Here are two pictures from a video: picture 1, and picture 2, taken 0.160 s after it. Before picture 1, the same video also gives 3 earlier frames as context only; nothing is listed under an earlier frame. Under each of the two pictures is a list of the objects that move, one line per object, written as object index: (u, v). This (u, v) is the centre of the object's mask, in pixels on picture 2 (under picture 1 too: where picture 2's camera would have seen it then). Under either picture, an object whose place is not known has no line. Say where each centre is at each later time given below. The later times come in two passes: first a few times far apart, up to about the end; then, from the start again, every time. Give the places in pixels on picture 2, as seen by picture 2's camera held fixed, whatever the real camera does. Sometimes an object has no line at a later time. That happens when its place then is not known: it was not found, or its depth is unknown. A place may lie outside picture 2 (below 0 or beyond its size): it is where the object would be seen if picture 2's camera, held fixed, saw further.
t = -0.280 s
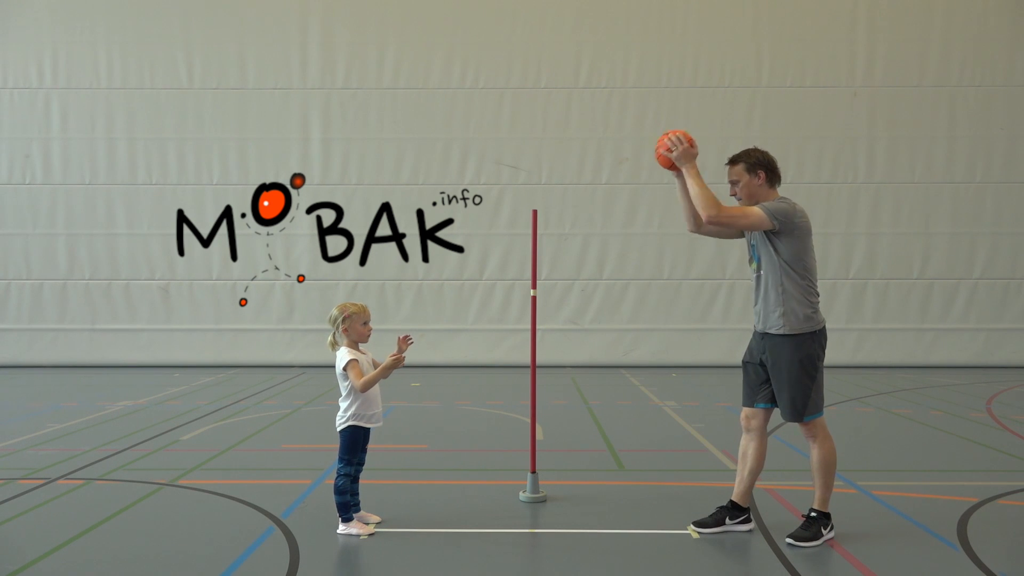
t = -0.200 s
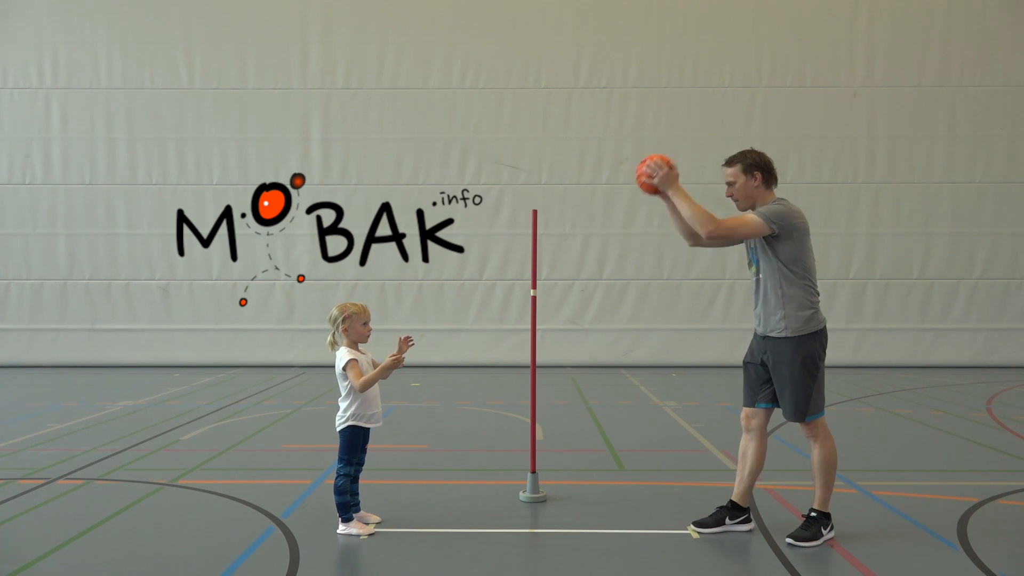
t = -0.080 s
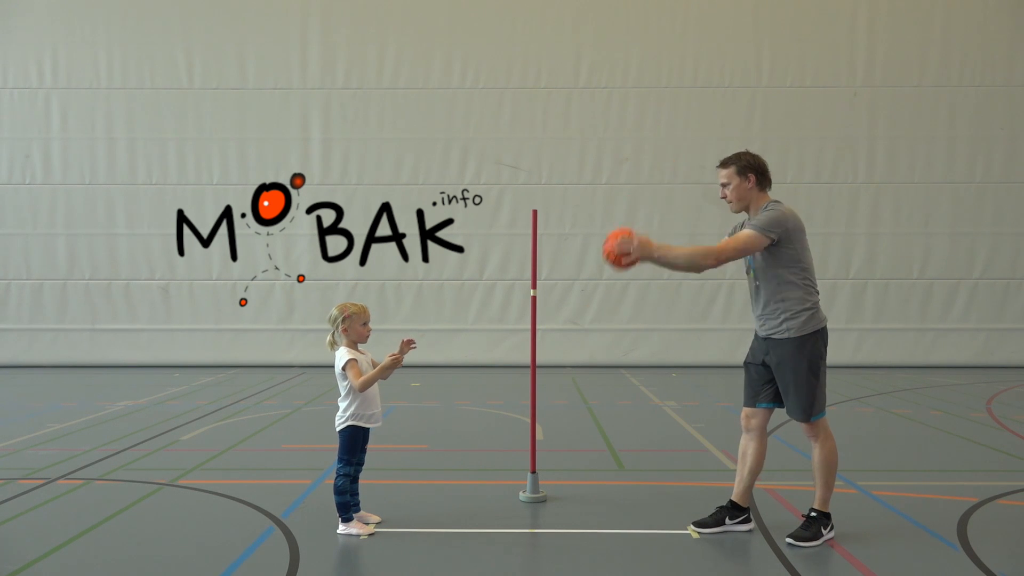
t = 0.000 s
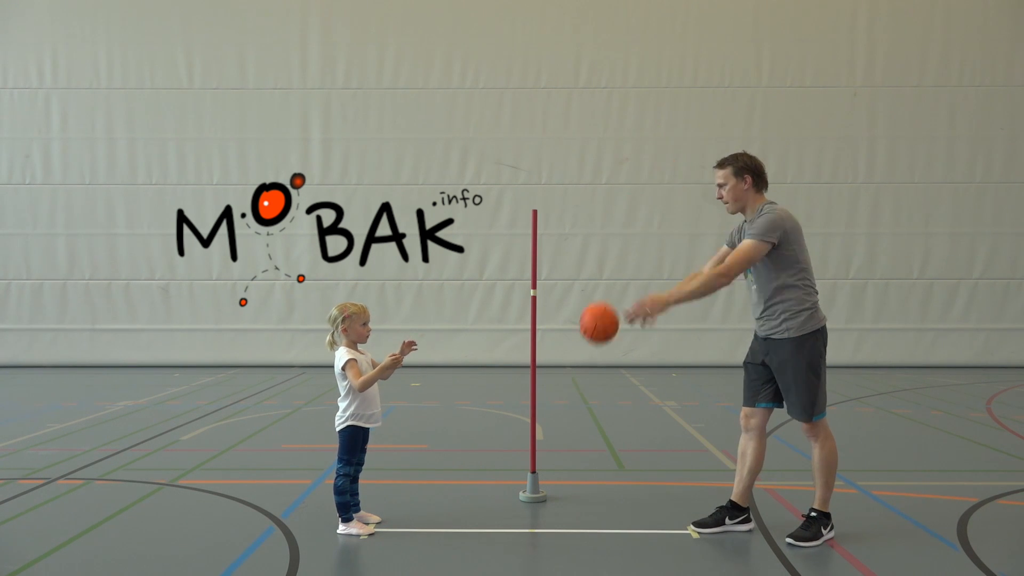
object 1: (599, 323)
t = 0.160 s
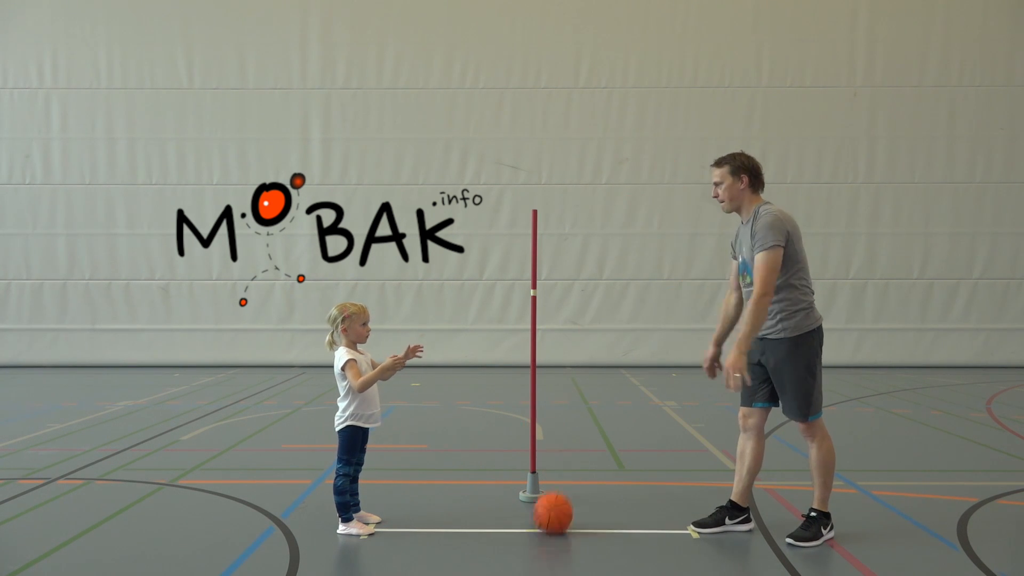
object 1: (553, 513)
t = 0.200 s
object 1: (547, 474)
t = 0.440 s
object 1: (510, 282)
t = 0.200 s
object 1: (547, 474)
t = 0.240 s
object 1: (540, 434)
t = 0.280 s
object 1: (534, 397)
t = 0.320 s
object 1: (528, 364)
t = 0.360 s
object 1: (522, 333)
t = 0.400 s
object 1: (516, 306)
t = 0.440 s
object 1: (510, 282)
